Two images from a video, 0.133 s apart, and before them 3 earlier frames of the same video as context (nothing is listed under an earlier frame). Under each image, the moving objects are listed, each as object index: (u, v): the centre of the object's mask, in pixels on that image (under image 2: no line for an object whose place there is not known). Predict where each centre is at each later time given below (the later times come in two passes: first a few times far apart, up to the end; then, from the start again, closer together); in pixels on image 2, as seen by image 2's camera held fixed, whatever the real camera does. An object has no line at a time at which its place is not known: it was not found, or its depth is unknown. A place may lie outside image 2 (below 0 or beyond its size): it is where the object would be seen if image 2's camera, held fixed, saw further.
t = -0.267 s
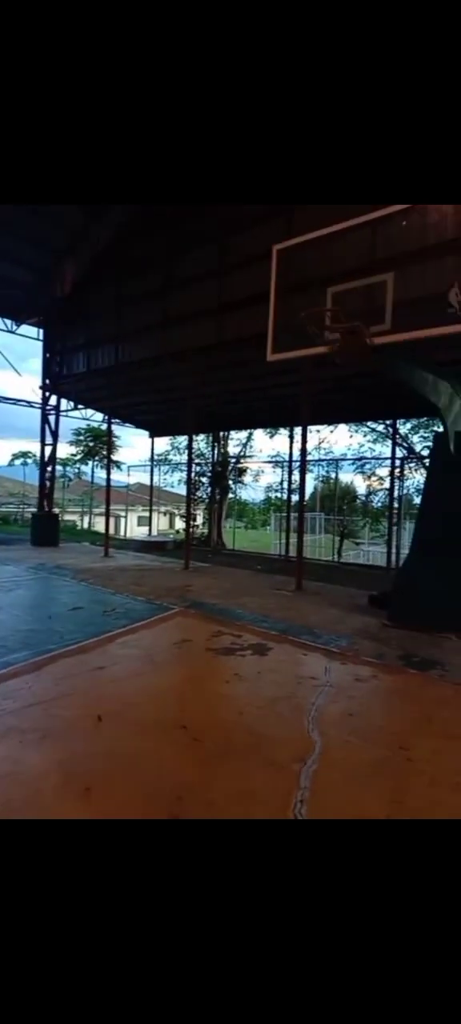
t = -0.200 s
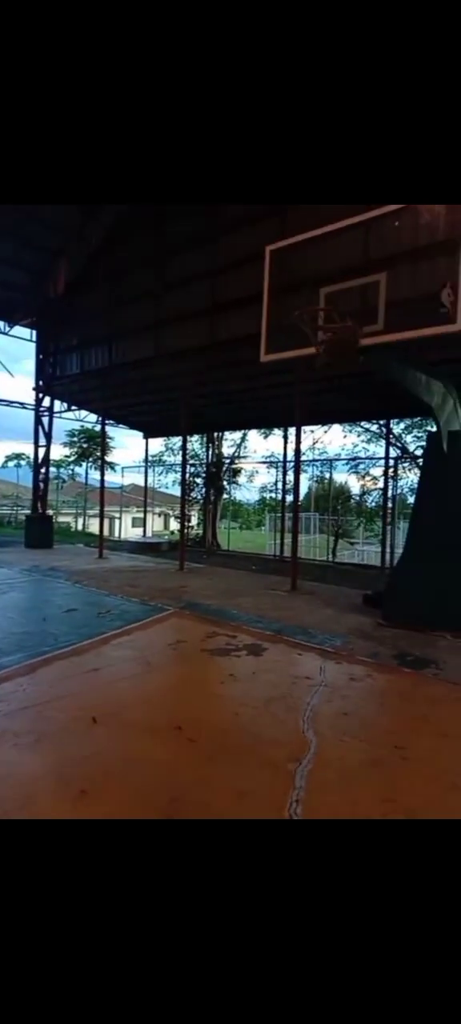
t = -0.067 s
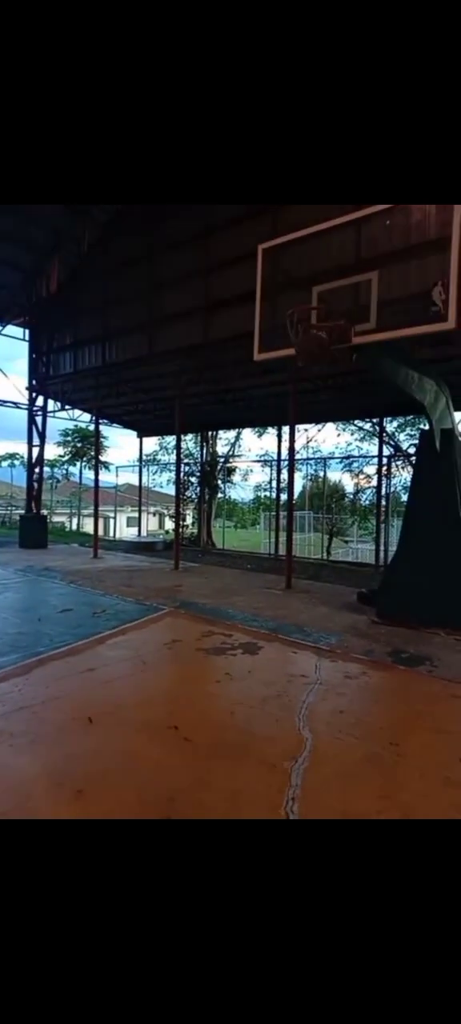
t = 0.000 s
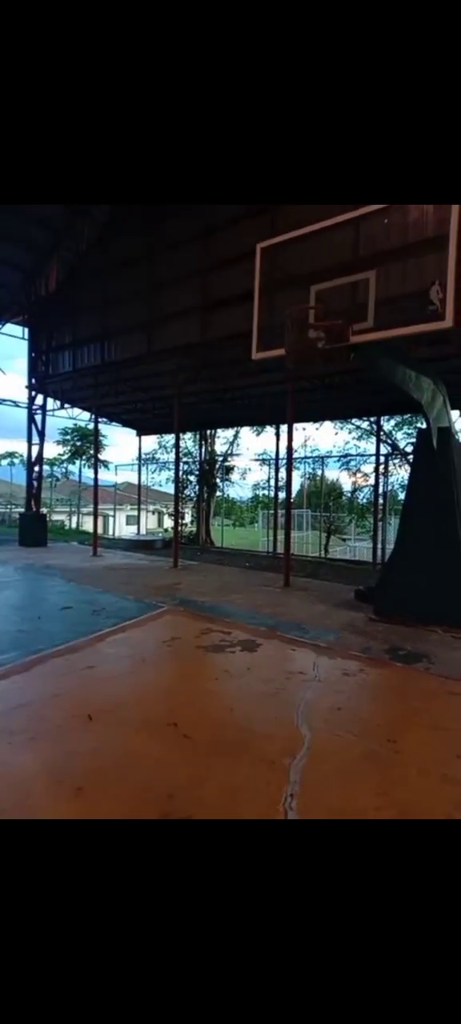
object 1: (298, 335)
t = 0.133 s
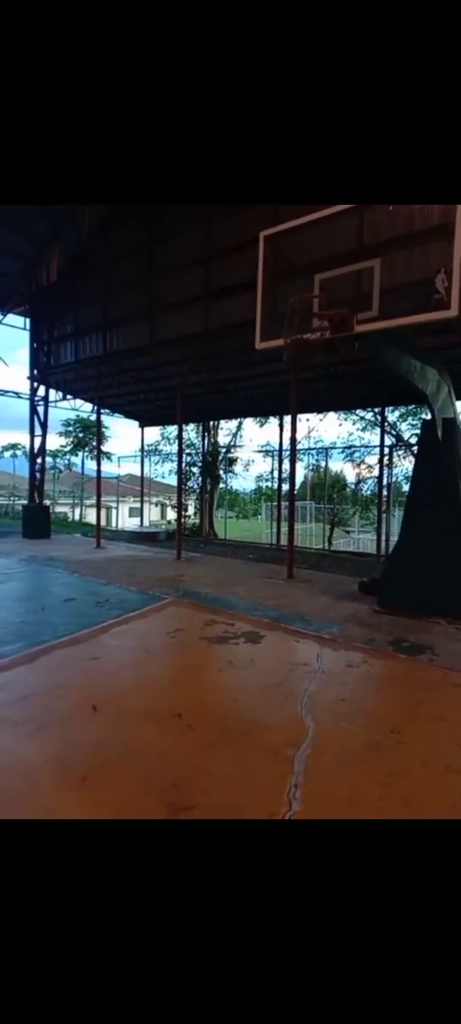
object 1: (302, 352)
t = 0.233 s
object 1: (328, 337)
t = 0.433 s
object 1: (332, 341)
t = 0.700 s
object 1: (347, 415)
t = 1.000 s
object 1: (361, 591)
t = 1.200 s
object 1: (372, 623)
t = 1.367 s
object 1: (383, 540)
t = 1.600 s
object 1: (395, 488)
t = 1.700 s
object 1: (398, 489)
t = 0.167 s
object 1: (309, 351)
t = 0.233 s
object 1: (328, 337)
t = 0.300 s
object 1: (319, 354)
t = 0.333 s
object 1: (321, 354)
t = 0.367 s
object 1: (323, 352)
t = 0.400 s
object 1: (326, 353)
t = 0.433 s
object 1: (332, 341)
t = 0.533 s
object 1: (336, 372)
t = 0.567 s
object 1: (338, 375)
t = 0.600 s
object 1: (340, 386)
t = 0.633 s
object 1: (342, 394)
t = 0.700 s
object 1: (347, 415)
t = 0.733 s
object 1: (349, 429)
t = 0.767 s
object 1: (350, 445)
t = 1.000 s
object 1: (361, 591)
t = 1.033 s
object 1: (362, 620)
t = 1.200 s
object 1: (372, 623)
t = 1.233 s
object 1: (375, 603)
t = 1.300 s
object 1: (380, 570)
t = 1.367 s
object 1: (383, 540)
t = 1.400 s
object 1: (385, 527)
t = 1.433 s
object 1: (388, 517)
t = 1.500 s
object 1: (391, 500)
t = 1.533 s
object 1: (393, 495)
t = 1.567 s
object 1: (393, 491)
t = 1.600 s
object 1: (395, 488)
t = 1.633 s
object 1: (396, 487)
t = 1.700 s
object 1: (398, 489)
